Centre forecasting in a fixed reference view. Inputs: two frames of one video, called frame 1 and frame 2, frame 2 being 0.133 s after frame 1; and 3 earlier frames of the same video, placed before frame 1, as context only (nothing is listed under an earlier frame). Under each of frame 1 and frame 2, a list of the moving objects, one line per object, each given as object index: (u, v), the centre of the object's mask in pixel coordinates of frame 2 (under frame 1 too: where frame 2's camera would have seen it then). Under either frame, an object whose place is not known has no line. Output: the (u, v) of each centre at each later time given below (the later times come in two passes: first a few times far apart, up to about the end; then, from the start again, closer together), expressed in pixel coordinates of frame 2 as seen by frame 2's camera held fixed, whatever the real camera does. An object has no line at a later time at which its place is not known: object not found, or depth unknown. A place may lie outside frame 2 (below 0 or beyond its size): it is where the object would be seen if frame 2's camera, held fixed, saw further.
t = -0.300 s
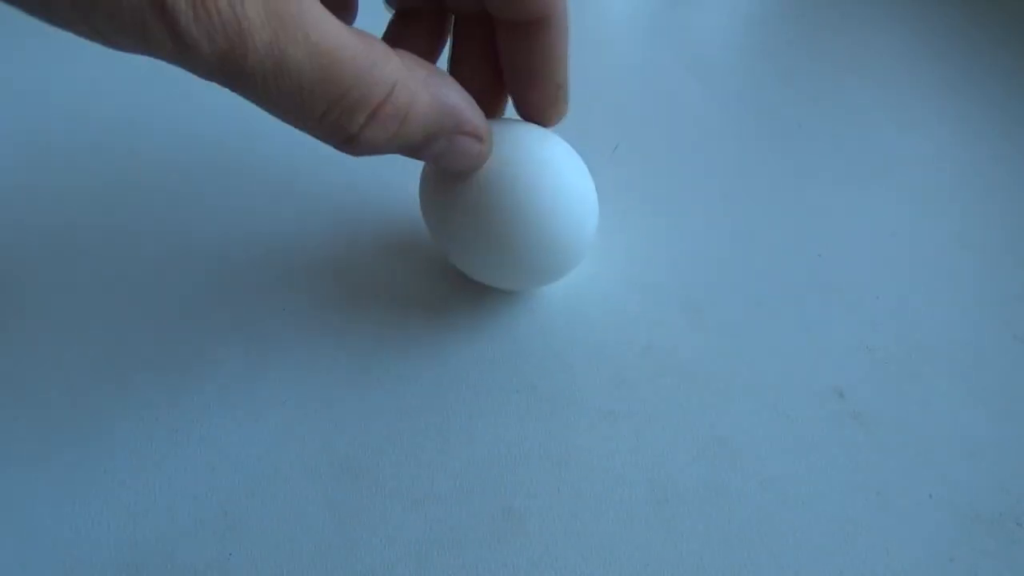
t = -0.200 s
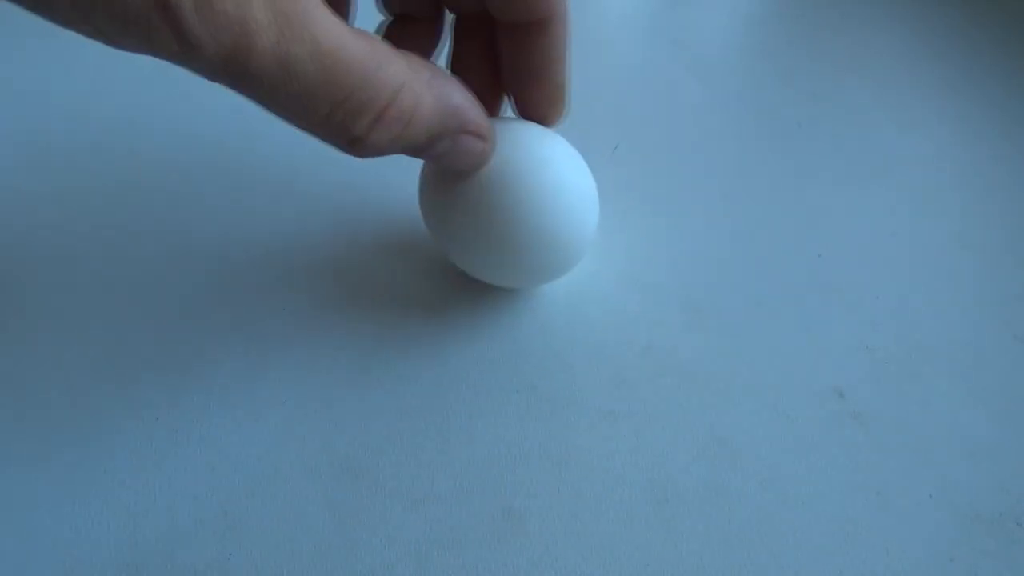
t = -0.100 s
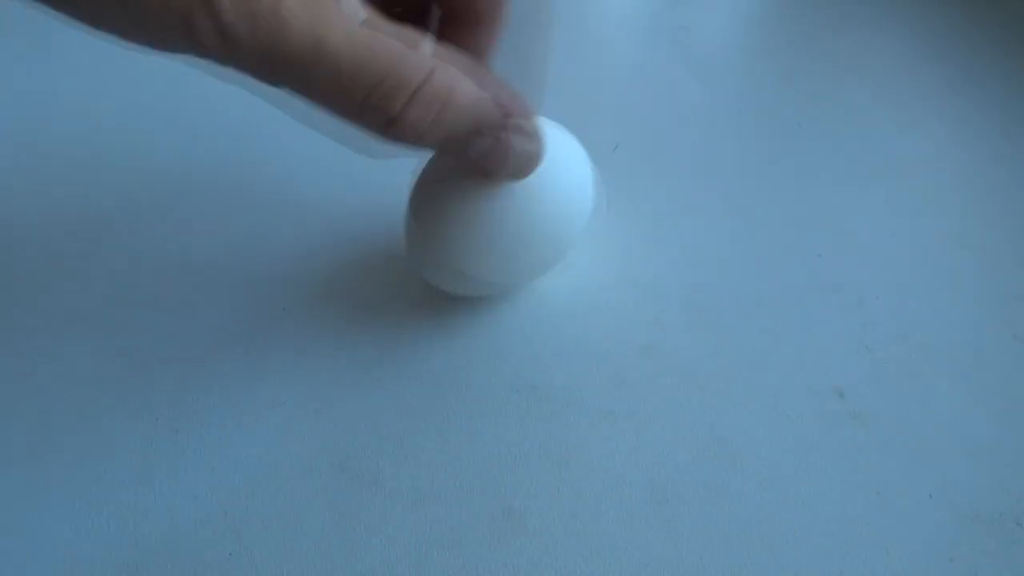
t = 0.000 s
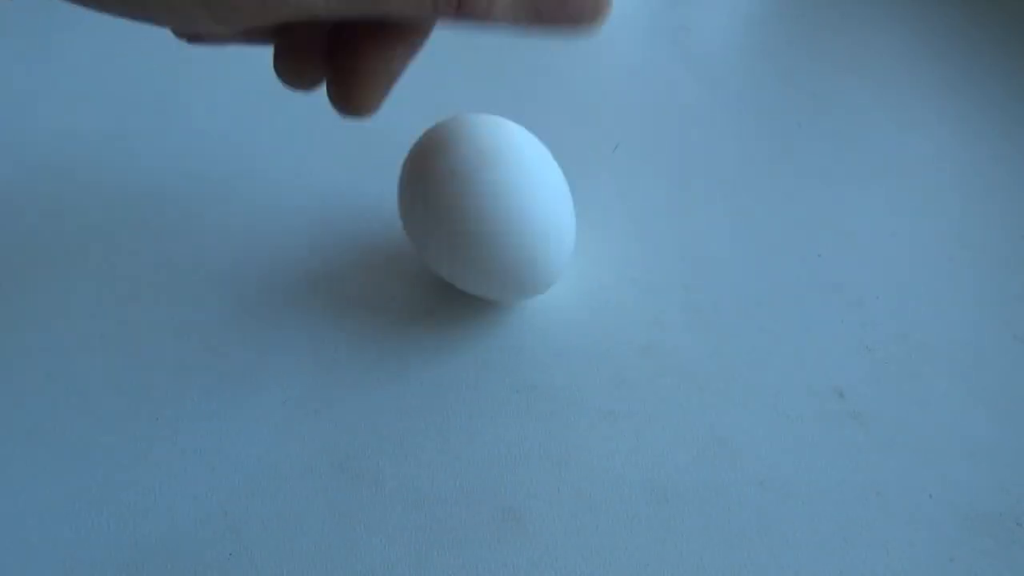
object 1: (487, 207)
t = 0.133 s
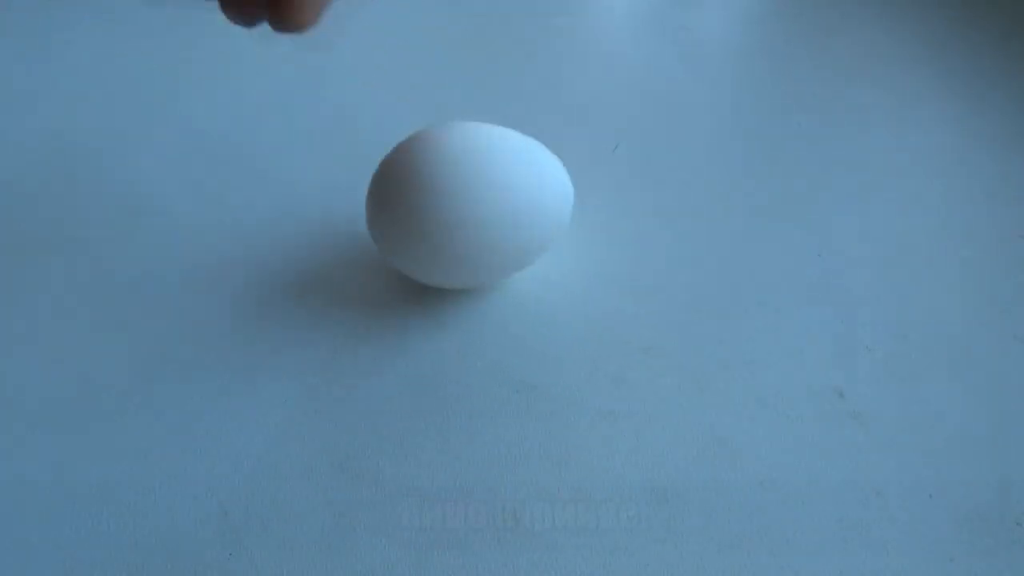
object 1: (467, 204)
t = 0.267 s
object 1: (470, 195)
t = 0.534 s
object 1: (495, 192)
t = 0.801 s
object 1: (495, 200)
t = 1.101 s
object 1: (492, 193)
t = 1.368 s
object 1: (501, 197)
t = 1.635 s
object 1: (501, 190)
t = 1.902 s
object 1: (493, 191)
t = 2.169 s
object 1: (501, 190)
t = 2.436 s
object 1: (502, 188)
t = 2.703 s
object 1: (506, 187)
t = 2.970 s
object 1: (500, 183)
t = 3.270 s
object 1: (493, 188)
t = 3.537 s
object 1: (495, 180)
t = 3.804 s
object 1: (494, 178)
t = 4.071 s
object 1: (495, 177)
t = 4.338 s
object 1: (496, 175)
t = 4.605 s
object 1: (494, 174)
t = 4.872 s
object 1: (496, 176)
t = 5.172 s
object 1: (496, 173)
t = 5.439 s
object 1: (491, 172)
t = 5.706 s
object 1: (487, 172)
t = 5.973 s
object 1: (490, 173)
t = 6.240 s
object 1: (486, 170)
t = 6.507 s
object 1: (481, 166)
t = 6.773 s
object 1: (480, 166)
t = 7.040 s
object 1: (477, 166)
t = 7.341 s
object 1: (476, 168)
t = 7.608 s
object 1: (479, 164)
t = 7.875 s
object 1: (476, 163)
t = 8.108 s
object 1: (475, 162)
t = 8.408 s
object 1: (469, 158)
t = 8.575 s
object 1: (465, 156)
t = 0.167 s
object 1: (466, 202)
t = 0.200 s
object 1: (465, 201)
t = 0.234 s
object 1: (467, 199)
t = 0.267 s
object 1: (470, 195)
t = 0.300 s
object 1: (474, 192)
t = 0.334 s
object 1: (479, 190)
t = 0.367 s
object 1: (481, 188)
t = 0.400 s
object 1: (484, 188)
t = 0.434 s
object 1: (487, 188)
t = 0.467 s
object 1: (487, 189)
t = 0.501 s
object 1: (491, 191)
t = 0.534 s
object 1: (495, 192)
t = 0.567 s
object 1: (496, 193)
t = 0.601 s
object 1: (498, 195)
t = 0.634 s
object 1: (501, 197)
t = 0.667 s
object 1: (501, 197)
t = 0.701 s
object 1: (501, 198)
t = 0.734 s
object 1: (498, 197)
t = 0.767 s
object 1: (495, 200)
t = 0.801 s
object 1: (495, 200)
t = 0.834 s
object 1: (493, 202)
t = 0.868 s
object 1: (495, 202)
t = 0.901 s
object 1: (493, 199)
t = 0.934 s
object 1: (491, 197)
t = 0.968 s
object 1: (490, 196)
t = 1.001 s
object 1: (489, 196)
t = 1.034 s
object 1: (489, 195)
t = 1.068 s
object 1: (490, 195)
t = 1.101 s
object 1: (492, 193)
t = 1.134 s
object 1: (494, 192)
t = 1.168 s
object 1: (495, 191)
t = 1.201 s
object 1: (497, 190)
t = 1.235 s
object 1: (496, 191)
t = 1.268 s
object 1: (496, 192)
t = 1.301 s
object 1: (497, 193)
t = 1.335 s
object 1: (498, 195)
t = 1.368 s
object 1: (501, 197)
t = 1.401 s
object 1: (506, 197)
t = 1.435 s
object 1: (508, 196)
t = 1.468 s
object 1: (509, 194)
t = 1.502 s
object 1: (507, 193)
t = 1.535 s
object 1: (505, 191)
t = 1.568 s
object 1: (504, 190)
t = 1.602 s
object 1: (503, 191)
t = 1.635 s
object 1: (501, 190)
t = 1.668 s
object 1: (501, 188)
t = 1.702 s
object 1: (498, 189)
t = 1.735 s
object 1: (496, 189)
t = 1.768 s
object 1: (494, 189)
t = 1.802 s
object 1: (494, 190)
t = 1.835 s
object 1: (493, 190)
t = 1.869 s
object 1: (492, 191)
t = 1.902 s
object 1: (493, 191)
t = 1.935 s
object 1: (494, 192)
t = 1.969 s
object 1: (498, 193)
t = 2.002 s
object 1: (502, 192)
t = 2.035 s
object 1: (505, 191)
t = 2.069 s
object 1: (504, 190)
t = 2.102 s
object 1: (503, 190)
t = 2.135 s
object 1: (501, 189)
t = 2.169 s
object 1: (501, 190)
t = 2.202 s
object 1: (501, 189)
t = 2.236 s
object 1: (501, 189)
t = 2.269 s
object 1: (502, 189)
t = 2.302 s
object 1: (501, 189)
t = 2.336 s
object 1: (502, 189)
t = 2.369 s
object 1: (502, 189)
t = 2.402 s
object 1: (502, 188)
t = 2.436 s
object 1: (502, 188)
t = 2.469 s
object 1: (501, 188)
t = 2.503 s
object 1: (499, 189)
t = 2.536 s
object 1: (500, 189)
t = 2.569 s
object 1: (499, 190)
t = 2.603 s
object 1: (500, 191)
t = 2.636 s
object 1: (503, 190)
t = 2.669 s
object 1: (504, 189)
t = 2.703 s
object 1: (506, 187)
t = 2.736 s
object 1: (504, 185)
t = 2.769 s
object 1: (503, 184)
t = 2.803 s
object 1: (502, 184)
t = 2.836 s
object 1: (502, 184)
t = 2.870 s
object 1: (501, 183)
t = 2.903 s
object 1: (502, 182)
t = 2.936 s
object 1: (501, 182)
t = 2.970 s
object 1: (500, 183)
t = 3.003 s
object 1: (499, 184)
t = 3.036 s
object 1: (498, 184)
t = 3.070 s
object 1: (497, 185)
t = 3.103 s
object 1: (496, 185)
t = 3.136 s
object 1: (495, 185)
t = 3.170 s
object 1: (494, 186)
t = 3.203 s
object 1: (493, 187)
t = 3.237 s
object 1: (492, 188)
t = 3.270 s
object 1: (493, 188)
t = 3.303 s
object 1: (495, 188)
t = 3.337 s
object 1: (497, 187)
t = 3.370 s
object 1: (498, 184)
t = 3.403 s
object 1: (498, 181)
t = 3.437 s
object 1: (498, 180)
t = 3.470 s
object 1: (497, 180)
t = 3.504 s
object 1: (496, 180)
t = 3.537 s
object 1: (495, 180)
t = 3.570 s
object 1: (496, 180)
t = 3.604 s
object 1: (496, 180)
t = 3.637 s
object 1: (496, 180)
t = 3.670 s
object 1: (495, 179)
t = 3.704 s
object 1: (495, 179)
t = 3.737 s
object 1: (495, 179)
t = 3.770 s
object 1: (493, 178)
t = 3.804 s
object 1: (494, 178)
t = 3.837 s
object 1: (492, 178)
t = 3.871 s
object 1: (491, 178)
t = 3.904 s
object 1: (492, 179)
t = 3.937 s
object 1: (490, 179)
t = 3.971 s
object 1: (491, 179)
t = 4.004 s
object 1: (492, 179)
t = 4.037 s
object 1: (494, 179)
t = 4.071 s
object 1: (495, 177)
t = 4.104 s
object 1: (496, 176)
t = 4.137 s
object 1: (496, 175)
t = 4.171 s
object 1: (495, 174)
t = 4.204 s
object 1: (495, 174)
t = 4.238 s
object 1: (495, 174)
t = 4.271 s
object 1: (495, 175)
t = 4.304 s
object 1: (495, 175)
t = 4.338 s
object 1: (496, 175)
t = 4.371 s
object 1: (496, 175)
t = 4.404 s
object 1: (496, 174)
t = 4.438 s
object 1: (496, 175)
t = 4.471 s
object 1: (495, 175)
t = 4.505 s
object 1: (495, 175)
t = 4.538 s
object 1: (495, 175)
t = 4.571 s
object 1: (494, 174)
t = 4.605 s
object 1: (494, 174)
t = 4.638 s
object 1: (493, 174)
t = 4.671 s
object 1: (492, 174)
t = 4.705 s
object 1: (491, 174)
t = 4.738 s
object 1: (491, 175)
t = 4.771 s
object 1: (492, 175)
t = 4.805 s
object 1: (493, 176)
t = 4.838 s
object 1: (494, 176)
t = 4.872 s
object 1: (496, 176)
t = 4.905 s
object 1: (498, 176)
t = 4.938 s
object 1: (499, 175)
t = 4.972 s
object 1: (500, 174)
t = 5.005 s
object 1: (500, 173)
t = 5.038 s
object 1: (498, 173)
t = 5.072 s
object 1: (498, 173)
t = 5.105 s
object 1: (497, 173)
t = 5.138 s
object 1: (496, 173)
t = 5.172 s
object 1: (496, 173)
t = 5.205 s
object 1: (495, 173)
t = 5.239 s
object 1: (495, 173)
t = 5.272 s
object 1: (495, 172)
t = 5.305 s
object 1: (494, 172)
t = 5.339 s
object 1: (493, 172)
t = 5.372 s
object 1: (492, 172)
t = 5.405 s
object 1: (492, 172)
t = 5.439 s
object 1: (491, 172)
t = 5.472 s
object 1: (490, 172)
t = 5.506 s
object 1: (489, 172)
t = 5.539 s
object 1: (488, 172)
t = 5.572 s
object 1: (488, 172)
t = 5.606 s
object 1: (487, 172)
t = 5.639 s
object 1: (487, 172)
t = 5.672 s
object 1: (487, 172)
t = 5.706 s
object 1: (487, 172)
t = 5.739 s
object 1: (487, 172)
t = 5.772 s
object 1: (487, 173)
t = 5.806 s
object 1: (487, 173)
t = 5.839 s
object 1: (487, 174)
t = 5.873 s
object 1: (488, 174)
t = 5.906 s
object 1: (489, 174)
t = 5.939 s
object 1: (489, 174)
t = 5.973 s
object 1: (490, 173)
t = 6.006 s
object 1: (489, 172)
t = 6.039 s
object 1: (489, 171)
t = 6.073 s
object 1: (489, 171)
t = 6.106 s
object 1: (488, 170)
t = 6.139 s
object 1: (488, 170)
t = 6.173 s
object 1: (487, 170)
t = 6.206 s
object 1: (487, 170)
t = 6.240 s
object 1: (486, 170)
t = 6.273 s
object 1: (486, 170)
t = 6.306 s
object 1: (486, 169)
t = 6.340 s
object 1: (485, 169)
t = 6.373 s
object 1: (485, 169)
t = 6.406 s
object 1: (484, 168)
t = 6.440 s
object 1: (483, 168)
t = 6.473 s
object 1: (482, 167)
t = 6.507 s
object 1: (481, 166)
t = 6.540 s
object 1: (481, 166)
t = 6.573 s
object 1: (480, 166)
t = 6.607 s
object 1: (479, 165)
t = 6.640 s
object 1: (478, 166)
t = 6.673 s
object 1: (478, 166)
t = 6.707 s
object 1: (479, 166)
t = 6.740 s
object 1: (480, 166)
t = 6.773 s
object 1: (480, 166)
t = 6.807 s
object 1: (481, 166)
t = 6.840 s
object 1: (481, 166)
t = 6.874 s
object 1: (481, 166)
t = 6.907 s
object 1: (481, 166)
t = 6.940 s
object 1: (480, 166)
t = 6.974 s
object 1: (478, 166)
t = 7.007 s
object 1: (477, 166)
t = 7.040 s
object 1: (477, 166)
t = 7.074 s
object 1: (476, 166)
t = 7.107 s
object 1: (476, 166)
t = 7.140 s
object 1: (476, 166)
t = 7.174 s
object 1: (477, 166)
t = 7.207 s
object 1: (477, 167)
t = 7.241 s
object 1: (476, 167)
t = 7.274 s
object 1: (476, 168)
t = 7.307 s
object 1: (476, 168)
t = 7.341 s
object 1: (476, 168)
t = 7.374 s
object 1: (477, 167)
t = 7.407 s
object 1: (477, 167)
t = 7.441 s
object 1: (477, 167)
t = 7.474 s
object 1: (478, 167)
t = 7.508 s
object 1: (478, 166)
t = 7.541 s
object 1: (478, 165)
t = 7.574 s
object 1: (478, 164)
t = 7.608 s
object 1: (479, 164)
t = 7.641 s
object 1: (480, 163)
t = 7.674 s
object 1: (480, 163)
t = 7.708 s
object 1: (479, 163)
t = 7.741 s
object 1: (478, 163)
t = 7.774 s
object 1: (478, 163)
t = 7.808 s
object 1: (477, 163)
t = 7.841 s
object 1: (477, 163)
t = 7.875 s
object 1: (476, 163)
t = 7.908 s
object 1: (476, 163)
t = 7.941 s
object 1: (476, 163)
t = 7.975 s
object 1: (475, 164)
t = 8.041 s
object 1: (475, 164)
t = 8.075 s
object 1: (475, 163)
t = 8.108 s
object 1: (475, 162)
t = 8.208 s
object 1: (475, 161)
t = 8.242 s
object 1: (474, 160)
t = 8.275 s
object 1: (473, 160)
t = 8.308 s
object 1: (472, 159)
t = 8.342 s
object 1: (472, 159)
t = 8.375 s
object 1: (470, 158)
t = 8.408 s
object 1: (469, 158)
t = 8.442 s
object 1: (468, 157)
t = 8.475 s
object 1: (467, 157)
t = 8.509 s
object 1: (467, 156)
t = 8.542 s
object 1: (466, 156)
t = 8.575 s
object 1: (465, 156)
